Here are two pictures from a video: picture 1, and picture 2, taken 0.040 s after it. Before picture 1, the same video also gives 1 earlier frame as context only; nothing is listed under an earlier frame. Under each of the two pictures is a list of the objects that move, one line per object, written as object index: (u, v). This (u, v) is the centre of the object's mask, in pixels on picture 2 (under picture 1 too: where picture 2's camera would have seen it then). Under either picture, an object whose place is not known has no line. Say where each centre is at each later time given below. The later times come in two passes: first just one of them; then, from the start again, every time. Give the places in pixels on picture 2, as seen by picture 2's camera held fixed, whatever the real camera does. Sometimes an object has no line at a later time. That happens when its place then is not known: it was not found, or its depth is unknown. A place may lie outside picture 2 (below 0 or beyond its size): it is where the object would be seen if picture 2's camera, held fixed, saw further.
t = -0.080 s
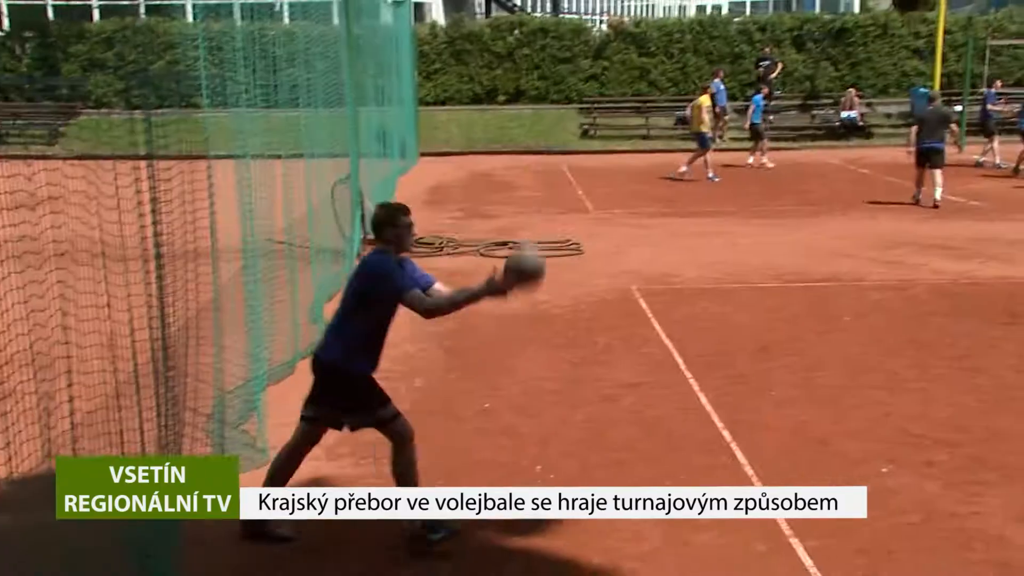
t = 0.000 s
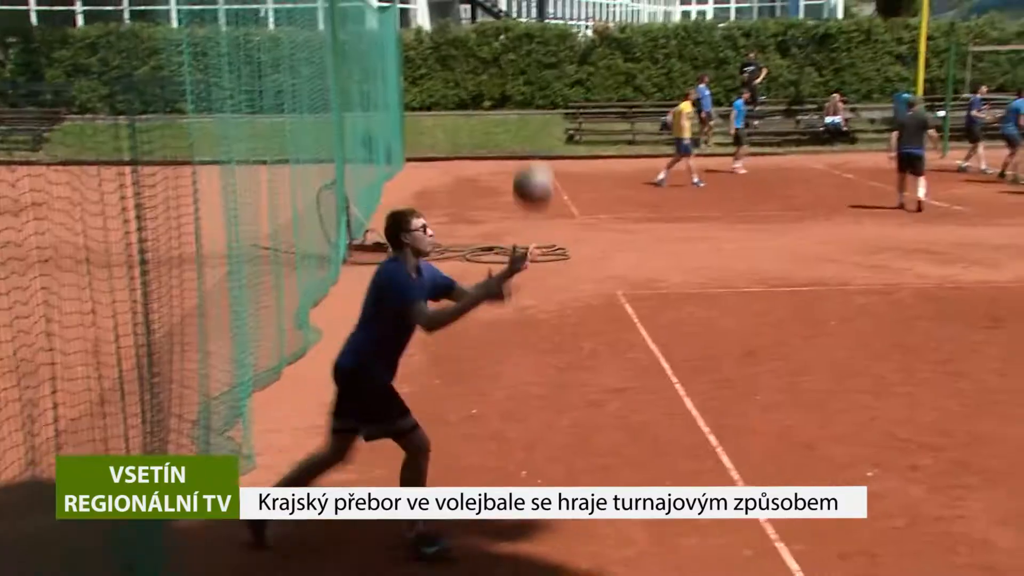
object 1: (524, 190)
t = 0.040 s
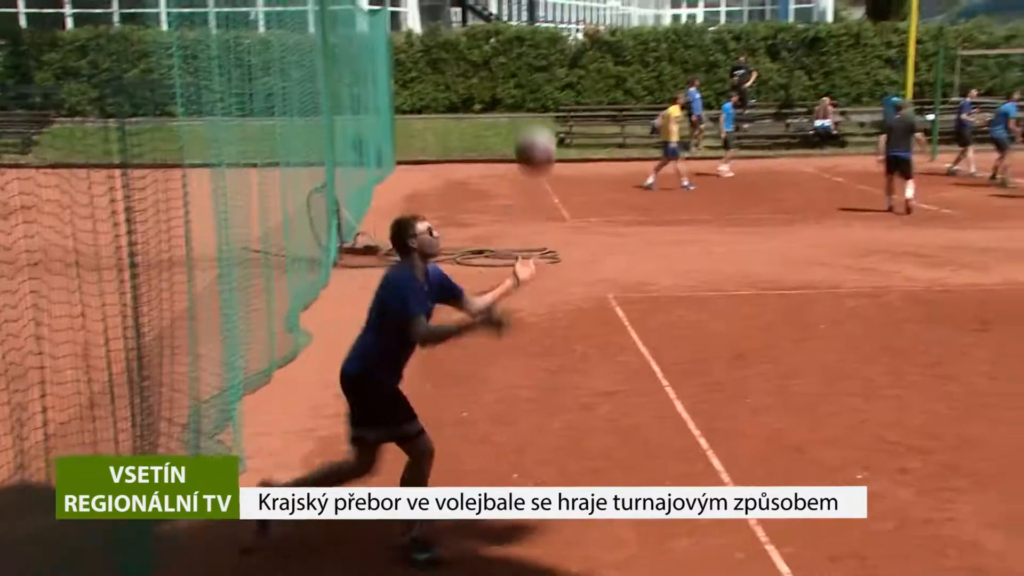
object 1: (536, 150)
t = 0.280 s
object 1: (603, -14)
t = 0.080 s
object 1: (547, 113)
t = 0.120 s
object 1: (559, 81)
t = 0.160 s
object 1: (570, 52)
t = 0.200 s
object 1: (580, 26)
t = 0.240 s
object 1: (592, 4)
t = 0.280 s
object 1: (603, -14)
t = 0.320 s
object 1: (615, -26)
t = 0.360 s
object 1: (626, -38)
